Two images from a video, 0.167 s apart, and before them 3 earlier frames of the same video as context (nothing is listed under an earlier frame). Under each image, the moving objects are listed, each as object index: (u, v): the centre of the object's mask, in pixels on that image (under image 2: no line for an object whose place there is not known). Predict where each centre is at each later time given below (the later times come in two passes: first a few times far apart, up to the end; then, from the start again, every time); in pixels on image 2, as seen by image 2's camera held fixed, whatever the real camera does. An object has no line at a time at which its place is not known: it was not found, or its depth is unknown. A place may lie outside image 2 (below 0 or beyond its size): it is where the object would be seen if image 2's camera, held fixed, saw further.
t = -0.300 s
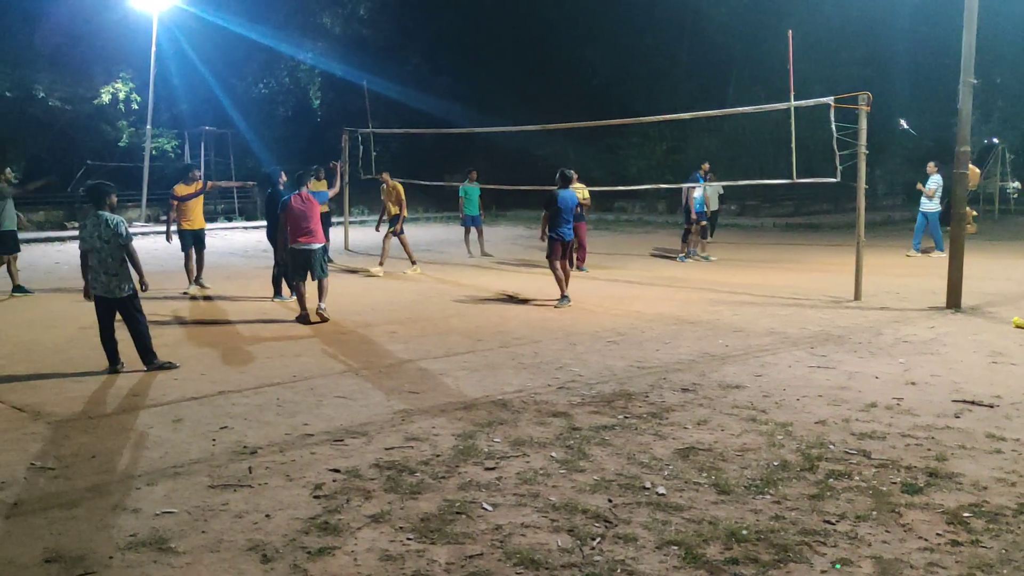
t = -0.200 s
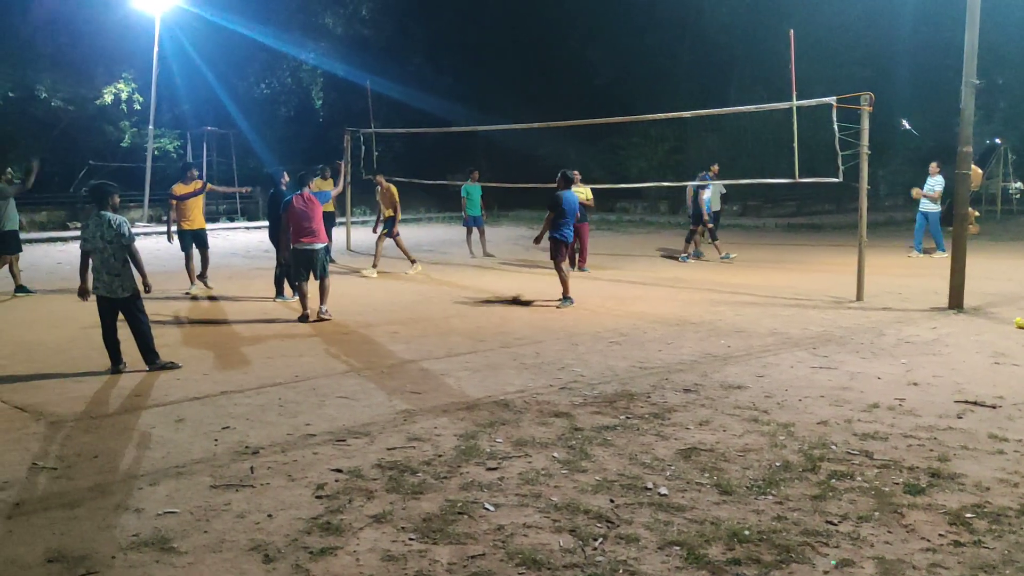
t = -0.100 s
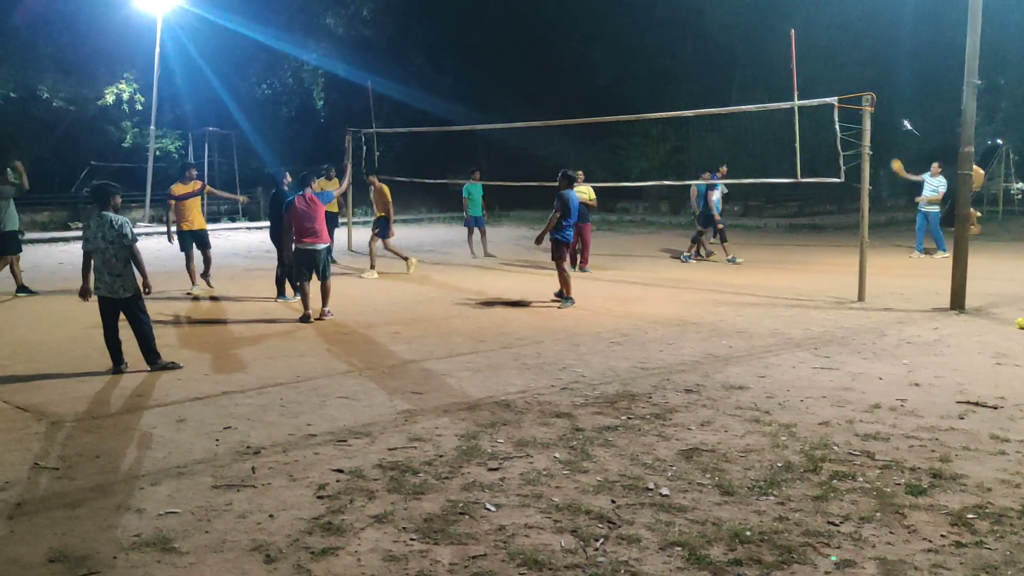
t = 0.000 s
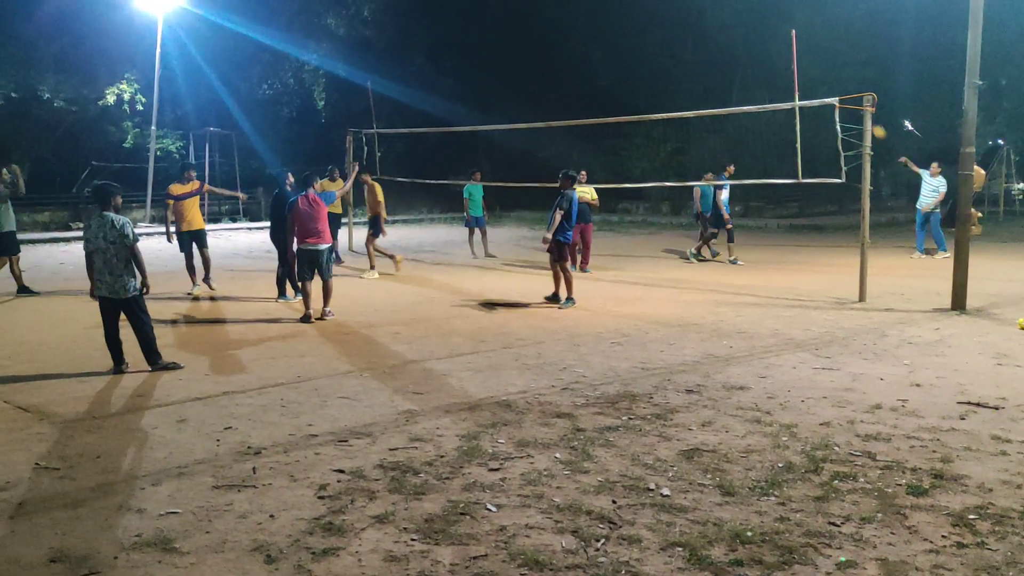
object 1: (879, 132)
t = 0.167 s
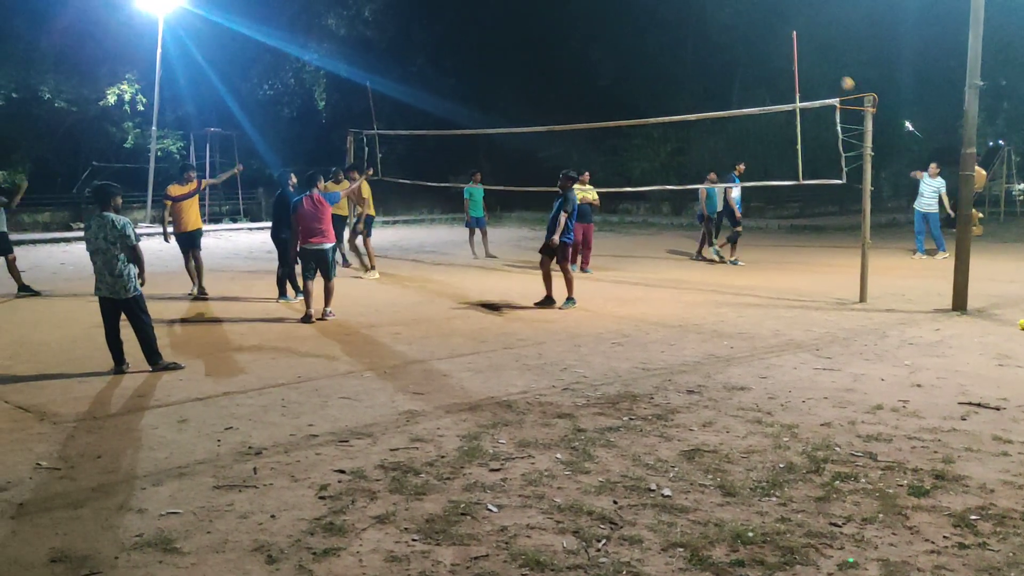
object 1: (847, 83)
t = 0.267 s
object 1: (827, 61)
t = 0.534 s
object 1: (767, 22)
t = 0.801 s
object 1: (701, 22)
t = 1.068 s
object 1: (631, 66)
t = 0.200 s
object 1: (841, 75)
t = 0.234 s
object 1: (834, 68)
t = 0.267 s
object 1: (827, 61)
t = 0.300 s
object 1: (820, 54)
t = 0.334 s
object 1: (813, 47)
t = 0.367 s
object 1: (805, 41)
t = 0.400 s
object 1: (798, 36)
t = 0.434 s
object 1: (791, 32)
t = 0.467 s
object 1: (783, 28)
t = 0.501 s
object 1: (775, 25)
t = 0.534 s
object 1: (767, 22)
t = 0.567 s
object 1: (759, 20)
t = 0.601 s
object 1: (751, 18)
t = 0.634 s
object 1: (743, 17)
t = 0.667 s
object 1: (734, 17)
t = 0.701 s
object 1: (726, 17)
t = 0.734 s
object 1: (718, 18)
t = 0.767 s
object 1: (710, 20)
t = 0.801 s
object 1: (701, 22)
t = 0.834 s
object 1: (693, 25)
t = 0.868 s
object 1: (684, 29)
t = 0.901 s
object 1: (675, 33)
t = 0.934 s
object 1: (667, 38)
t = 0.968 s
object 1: (658, 43)
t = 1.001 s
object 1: (649, 50)
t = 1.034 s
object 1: (640, 58)
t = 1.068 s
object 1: (631, 66)
